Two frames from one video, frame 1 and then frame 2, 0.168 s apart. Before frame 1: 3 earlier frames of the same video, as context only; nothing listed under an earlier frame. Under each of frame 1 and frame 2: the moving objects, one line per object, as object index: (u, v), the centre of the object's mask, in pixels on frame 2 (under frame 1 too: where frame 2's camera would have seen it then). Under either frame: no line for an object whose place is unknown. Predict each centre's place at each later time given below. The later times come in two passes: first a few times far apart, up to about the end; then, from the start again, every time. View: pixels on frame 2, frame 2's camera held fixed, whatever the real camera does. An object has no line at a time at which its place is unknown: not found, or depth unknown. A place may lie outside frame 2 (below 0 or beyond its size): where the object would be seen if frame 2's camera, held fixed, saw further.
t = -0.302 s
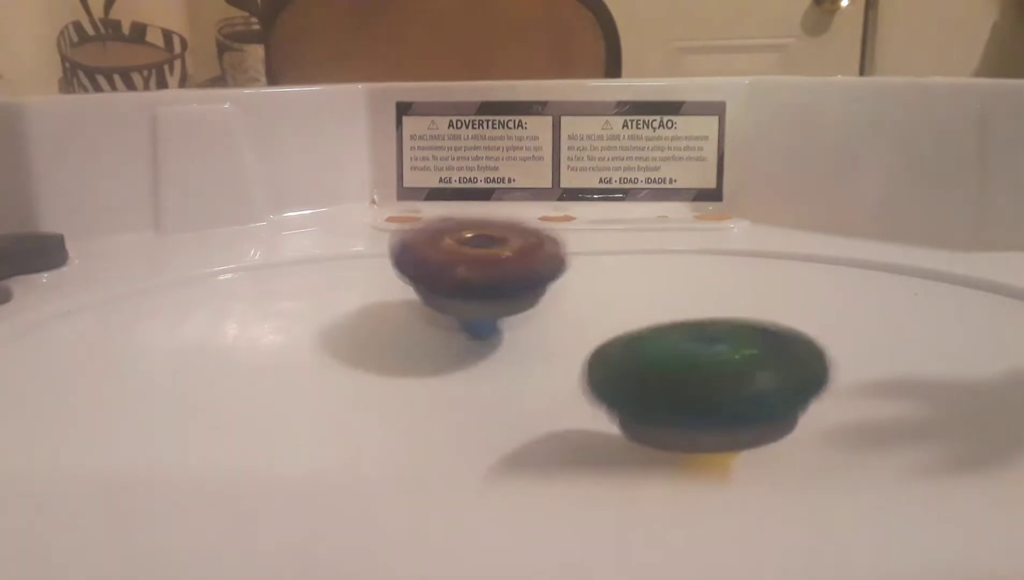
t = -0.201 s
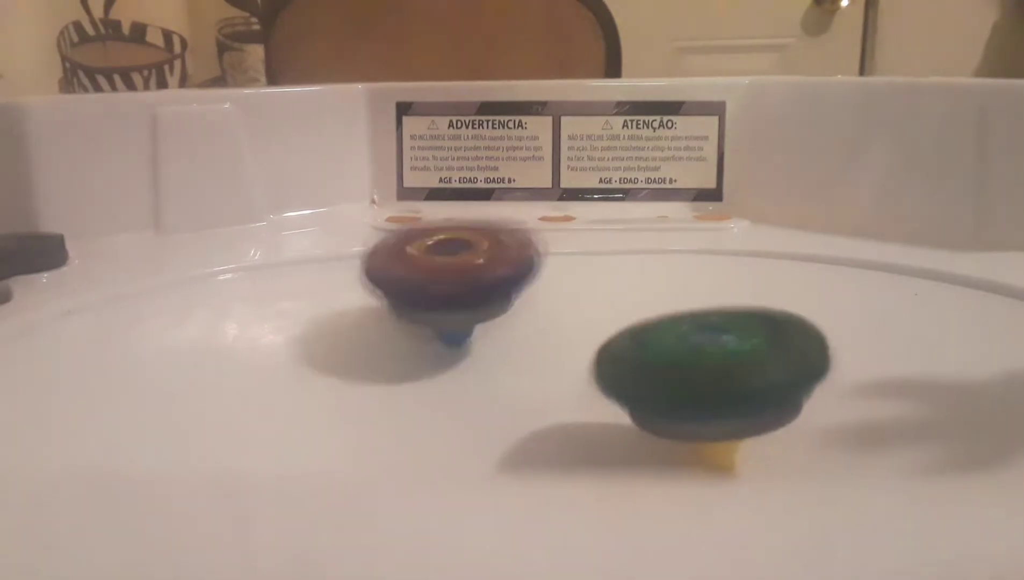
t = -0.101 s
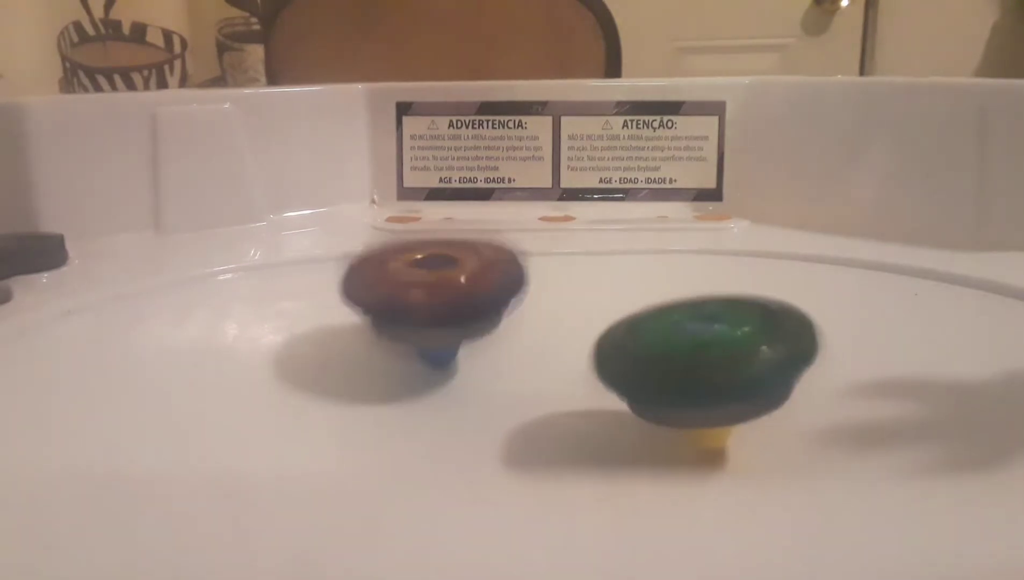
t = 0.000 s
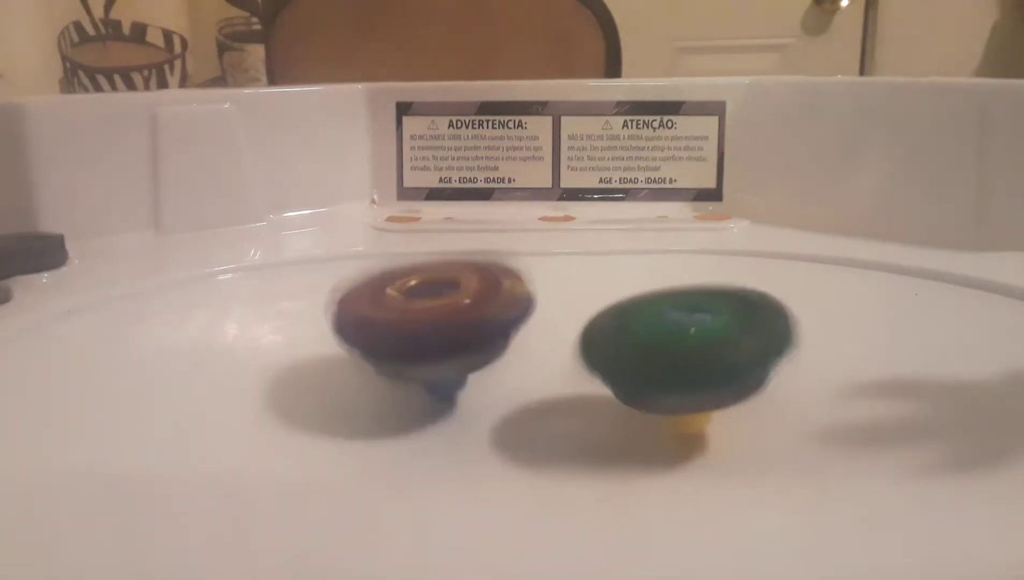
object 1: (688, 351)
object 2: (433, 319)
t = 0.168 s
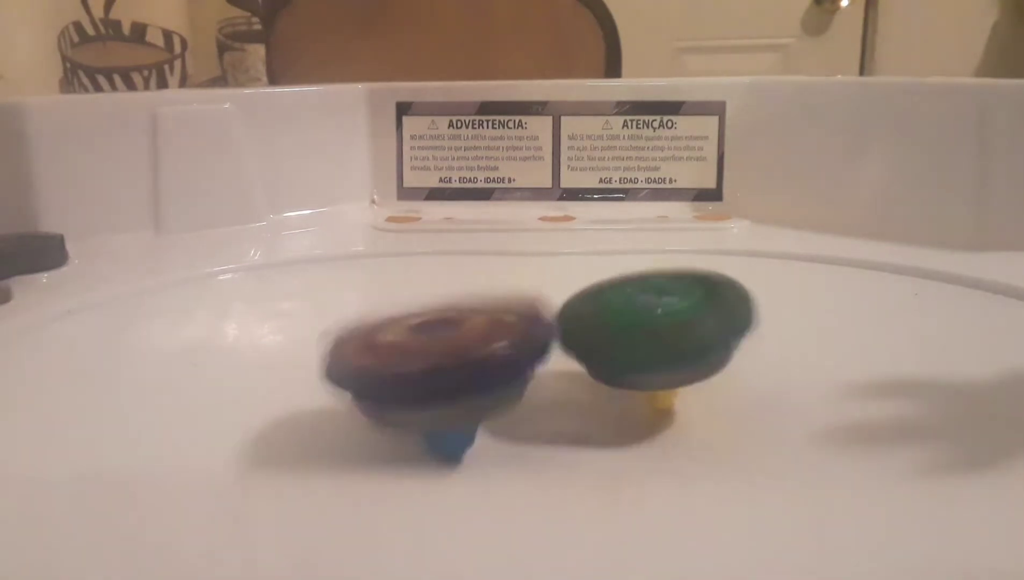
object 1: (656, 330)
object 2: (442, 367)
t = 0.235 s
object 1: (645, 323)
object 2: (429, 384)
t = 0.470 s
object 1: (603, 310)
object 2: (447, 413)
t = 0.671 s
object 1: (571, 313)
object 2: (543, 407)
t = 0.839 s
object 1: (548, 308)
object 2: (594, 406)
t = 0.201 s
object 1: (652, 327)
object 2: (428, 376)
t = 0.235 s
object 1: (645, 323)
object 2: (429, 384)
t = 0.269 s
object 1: (641, 320)
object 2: (419, 391)
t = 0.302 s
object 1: (635, 318)
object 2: (418, 393)
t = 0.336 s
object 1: (628, 317)
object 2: (415, 399)
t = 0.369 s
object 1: (622, 315)
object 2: (420, 406)
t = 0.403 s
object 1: (613, 322)
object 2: (427, 409)
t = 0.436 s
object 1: (608, 320)
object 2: (434, 412)
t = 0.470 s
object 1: (603, 310)
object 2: (447, 413)
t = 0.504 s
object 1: (596, 311)
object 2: (460, 414)
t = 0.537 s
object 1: (591, 312)
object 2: (478, 415)
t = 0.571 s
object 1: (584, 314)
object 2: (489, 415)
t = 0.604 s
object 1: (580, 313)
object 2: (514, 413)
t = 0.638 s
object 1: (573, 314)
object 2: (523, 411)
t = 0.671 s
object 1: (571, 313)
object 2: (543, 407)
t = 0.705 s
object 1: (564, 312)
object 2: (551, 404)
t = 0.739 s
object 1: (555, 311)
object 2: (564, 400)
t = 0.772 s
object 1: (554, 309)
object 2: (574, 406)
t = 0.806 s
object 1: (549, 309)
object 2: (586, 406)
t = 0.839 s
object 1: (548, 308)
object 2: (594, 406)
